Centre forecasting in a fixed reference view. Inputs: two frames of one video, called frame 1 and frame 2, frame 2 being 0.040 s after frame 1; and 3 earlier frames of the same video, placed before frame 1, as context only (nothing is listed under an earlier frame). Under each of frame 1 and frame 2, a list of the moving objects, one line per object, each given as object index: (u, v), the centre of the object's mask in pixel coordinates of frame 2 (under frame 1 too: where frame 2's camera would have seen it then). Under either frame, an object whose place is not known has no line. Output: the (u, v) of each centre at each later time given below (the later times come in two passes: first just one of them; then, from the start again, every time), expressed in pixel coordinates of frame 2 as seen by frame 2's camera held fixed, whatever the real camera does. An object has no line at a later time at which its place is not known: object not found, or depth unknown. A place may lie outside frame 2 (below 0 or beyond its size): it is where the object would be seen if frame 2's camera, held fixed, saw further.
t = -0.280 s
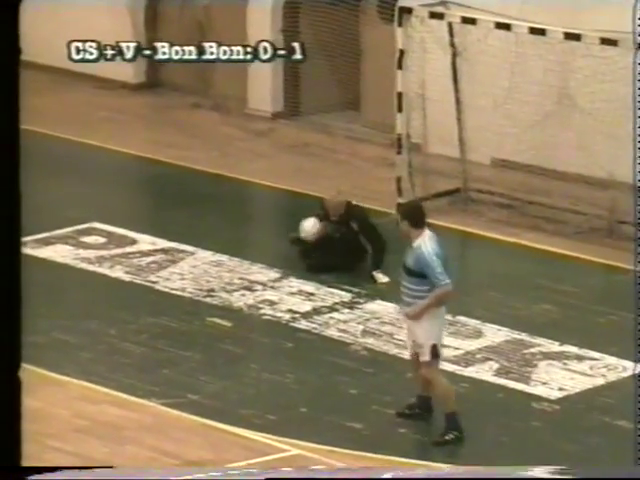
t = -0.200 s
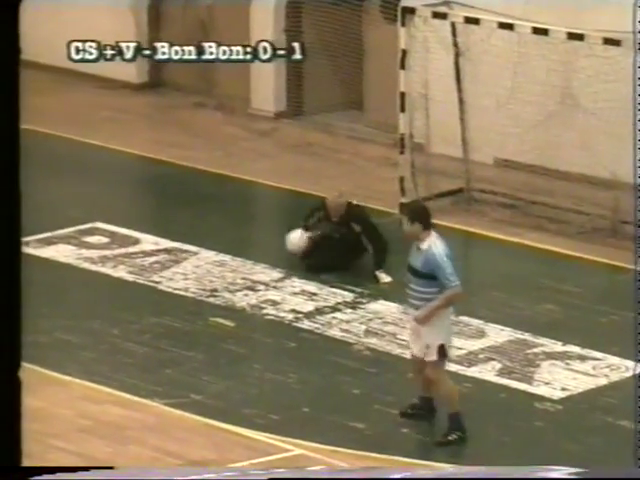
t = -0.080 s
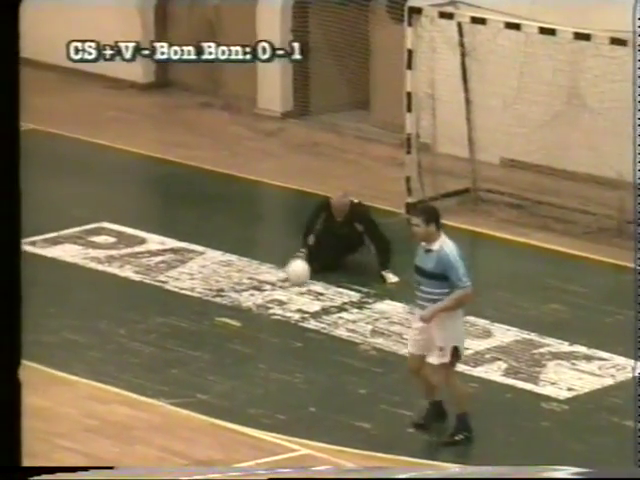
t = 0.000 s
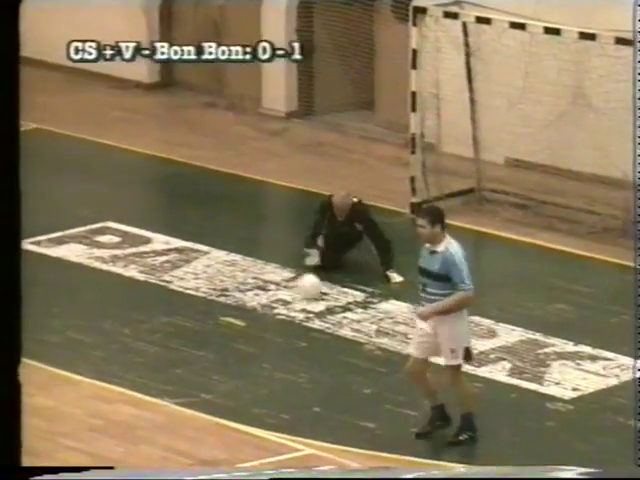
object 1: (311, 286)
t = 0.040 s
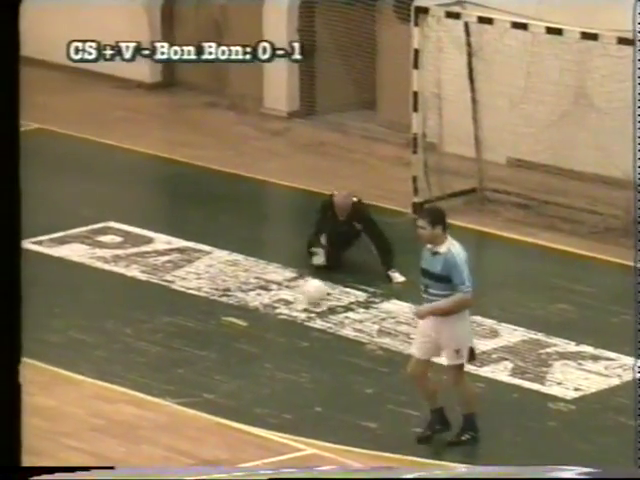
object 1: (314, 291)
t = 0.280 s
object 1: (330, 337)
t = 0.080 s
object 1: (319, 301)
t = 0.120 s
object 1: (320, 308)
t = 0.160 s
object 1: (323, 316)
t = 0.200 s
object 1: (326, 325)
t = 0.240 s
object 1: (328, 331)
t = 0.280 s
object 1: (330, 337)
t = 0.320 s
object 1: (333, 344)
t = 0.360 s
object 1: (334, 351)
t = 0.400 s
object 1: (336, 357)
